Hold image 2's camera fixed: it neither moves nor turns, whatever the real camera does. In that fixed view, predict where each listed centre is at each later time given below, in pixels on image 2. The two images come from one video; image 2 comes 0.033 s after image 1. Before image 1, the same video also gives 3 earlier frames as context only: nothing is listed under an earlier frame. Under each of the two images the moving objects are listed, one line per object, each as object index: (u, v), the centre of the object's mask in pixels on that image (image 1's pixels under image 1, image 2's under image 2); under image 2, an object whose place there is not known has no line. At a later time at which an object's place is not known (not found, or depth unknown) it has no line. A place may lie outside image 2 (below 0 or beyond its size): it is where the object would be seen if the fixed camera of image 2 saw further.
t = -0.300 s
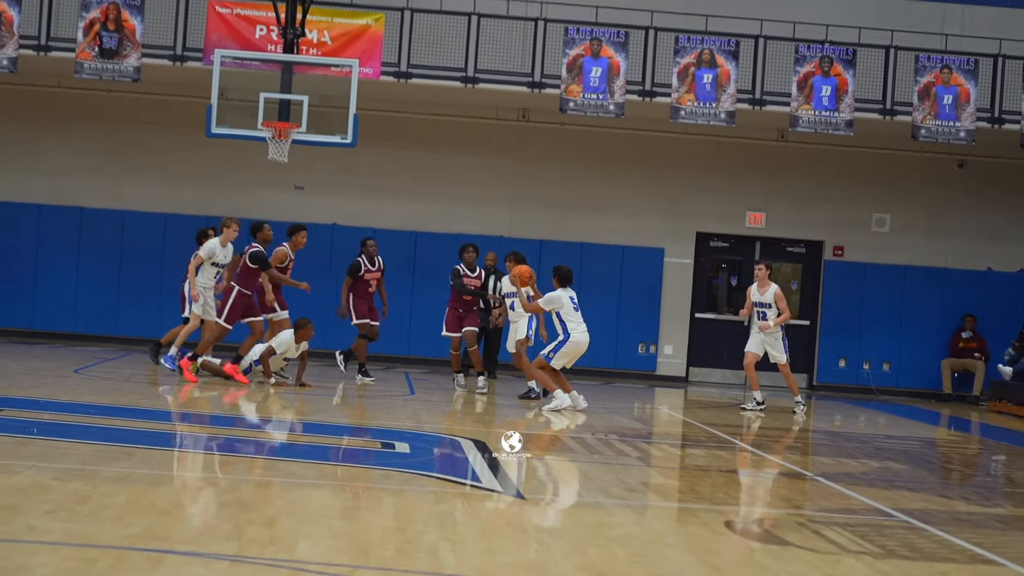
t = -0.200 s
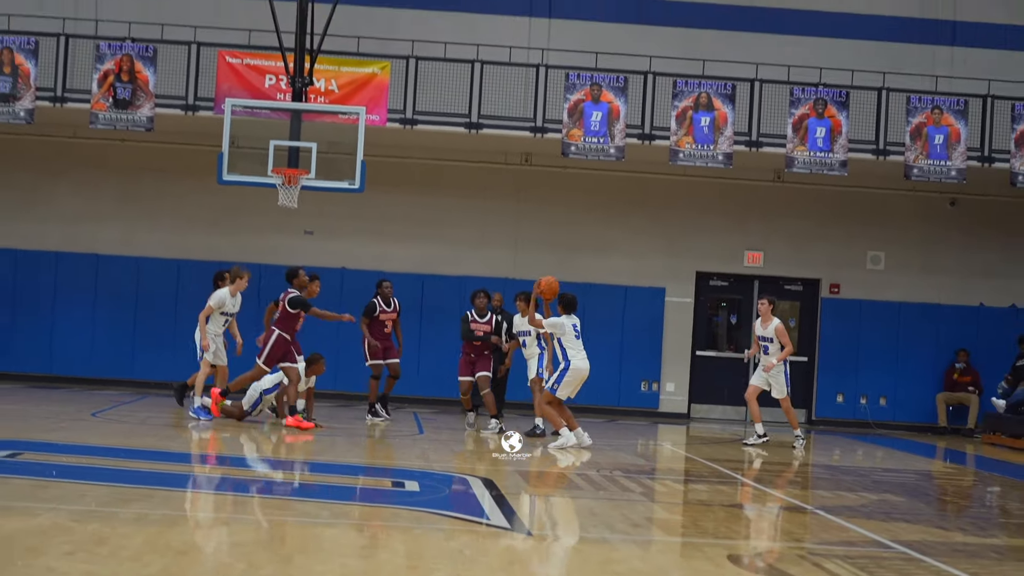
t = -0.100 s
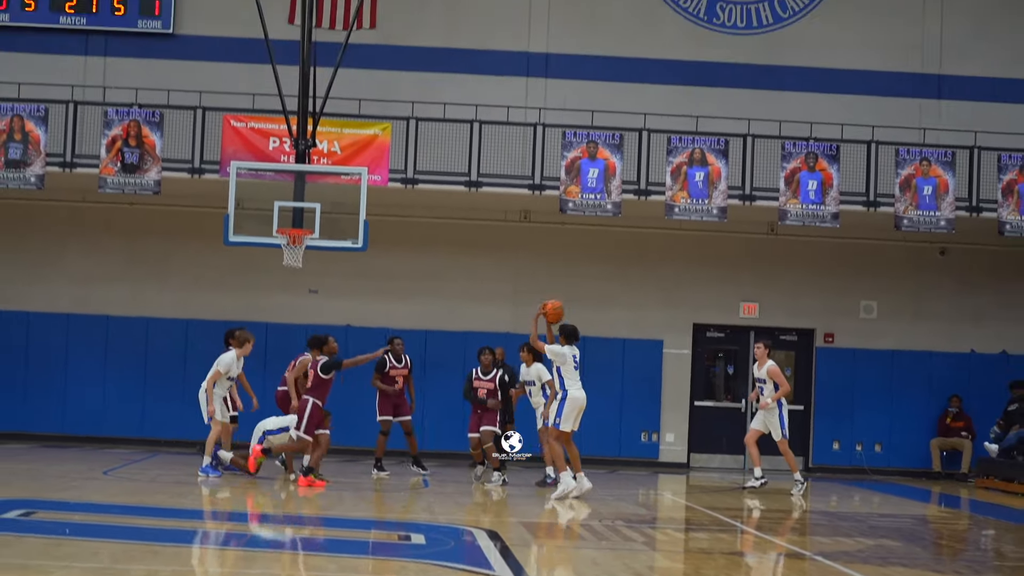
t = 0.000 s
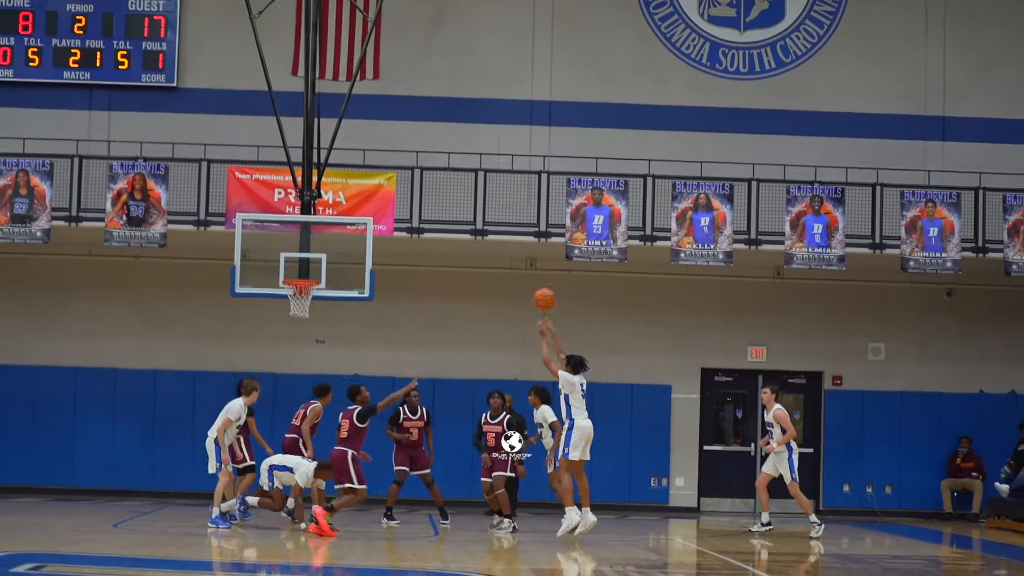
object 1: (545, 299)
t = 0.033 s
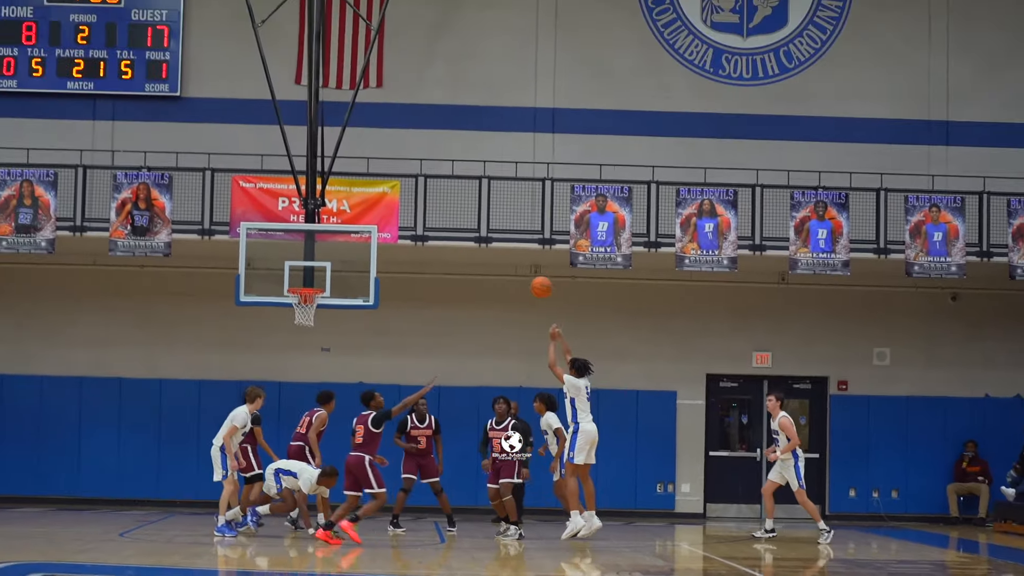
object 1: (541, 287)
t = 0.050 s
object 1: (537, 277)
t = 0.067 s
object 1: (532, 268)
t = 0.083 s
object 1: (528, 261)
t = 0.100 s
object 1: (524, 253)
